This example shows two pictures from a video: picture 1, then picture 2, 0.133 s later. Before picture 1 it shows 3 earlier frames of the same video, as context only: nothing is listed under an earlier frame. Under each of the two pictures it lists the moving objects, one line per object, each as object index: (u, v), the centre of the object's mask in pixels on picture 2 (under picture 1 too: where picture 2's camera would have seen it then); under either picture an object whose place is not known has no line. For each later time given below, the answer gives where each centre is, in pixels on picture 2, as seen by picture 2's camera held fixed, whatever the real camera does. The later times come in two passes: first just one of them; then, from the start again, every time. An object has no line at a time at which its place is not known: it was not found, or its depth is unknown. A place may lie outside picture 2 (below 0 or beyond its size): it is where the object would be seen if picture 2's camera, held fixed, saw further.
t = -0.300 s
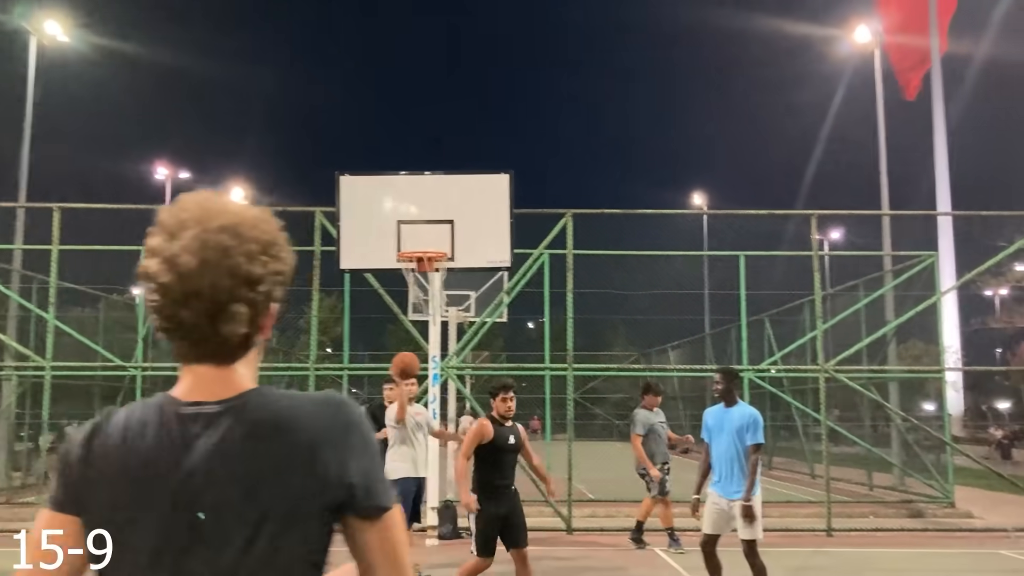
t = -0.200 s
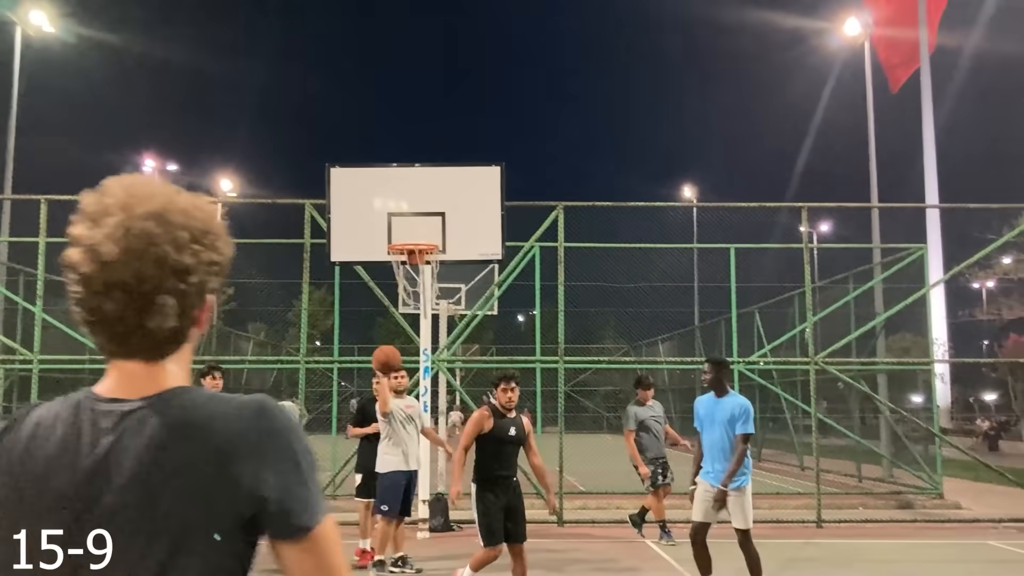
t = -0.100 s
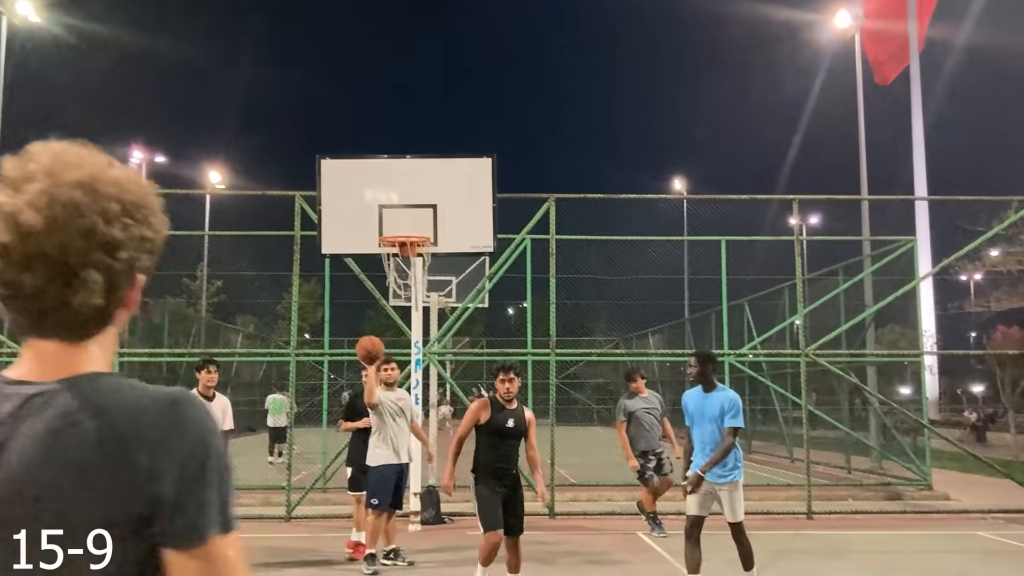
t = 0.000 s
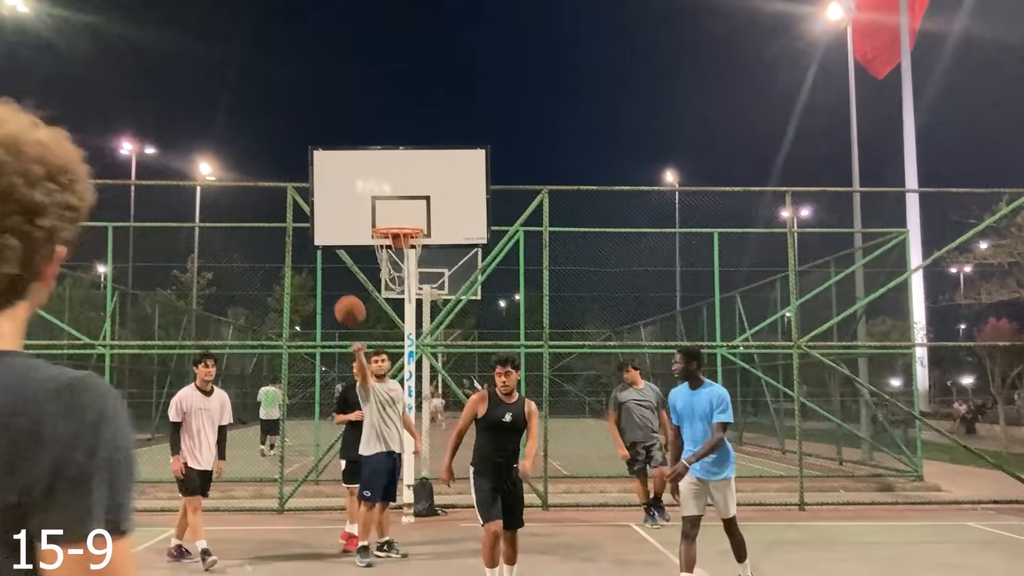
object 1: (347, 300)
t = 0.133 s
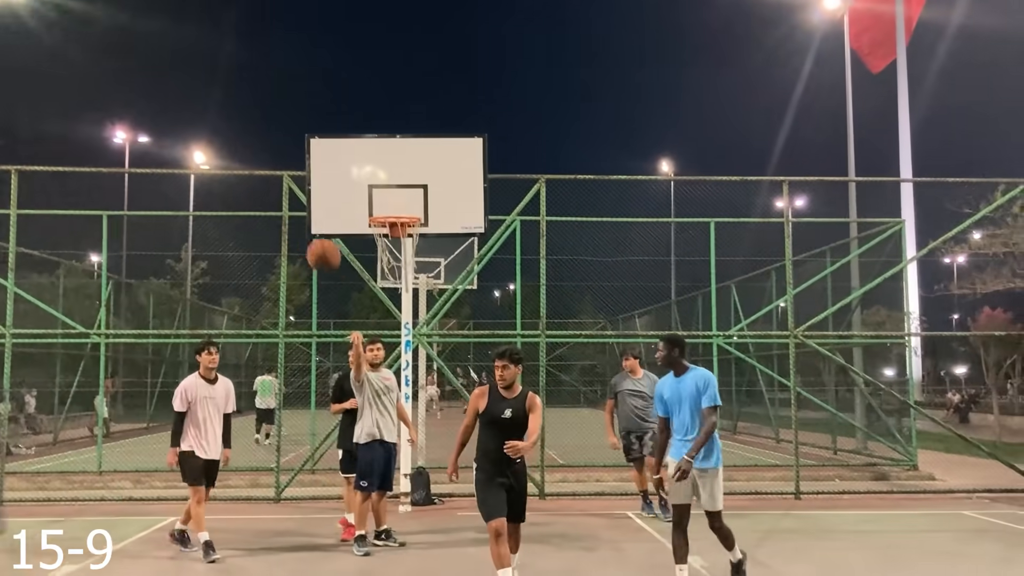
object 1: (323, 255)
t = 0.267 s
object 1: (295, 225)
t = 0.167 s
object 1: (317, 246)
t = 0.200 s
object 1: (310, 238)
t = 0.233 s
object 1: (303, 231)
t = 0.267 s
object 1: (295, 225)
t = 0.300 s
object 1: (287, 221)
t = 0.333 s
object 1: (278, 218)
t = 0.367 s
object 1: (269, 216)
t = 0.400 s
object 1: (260, 216)
